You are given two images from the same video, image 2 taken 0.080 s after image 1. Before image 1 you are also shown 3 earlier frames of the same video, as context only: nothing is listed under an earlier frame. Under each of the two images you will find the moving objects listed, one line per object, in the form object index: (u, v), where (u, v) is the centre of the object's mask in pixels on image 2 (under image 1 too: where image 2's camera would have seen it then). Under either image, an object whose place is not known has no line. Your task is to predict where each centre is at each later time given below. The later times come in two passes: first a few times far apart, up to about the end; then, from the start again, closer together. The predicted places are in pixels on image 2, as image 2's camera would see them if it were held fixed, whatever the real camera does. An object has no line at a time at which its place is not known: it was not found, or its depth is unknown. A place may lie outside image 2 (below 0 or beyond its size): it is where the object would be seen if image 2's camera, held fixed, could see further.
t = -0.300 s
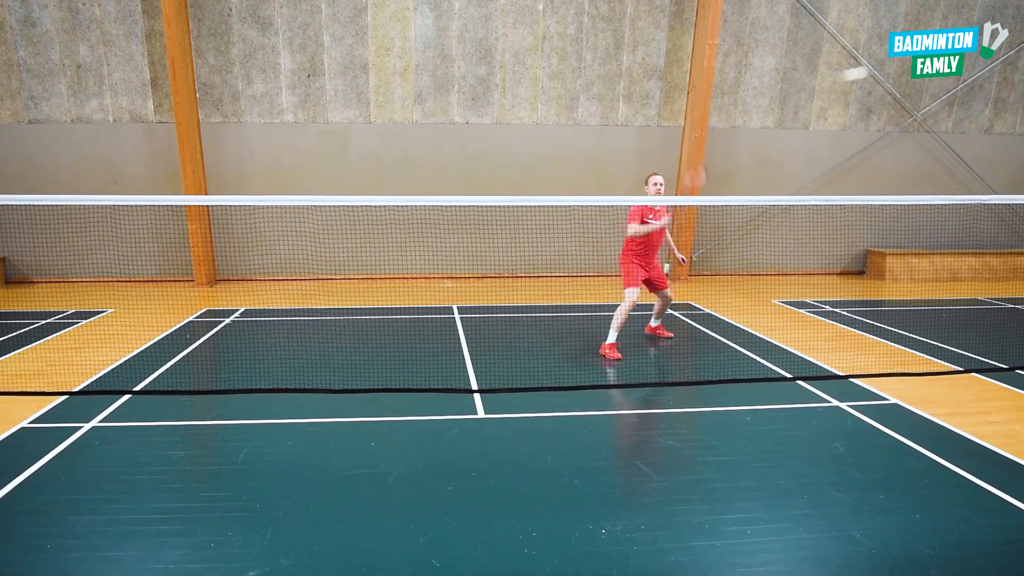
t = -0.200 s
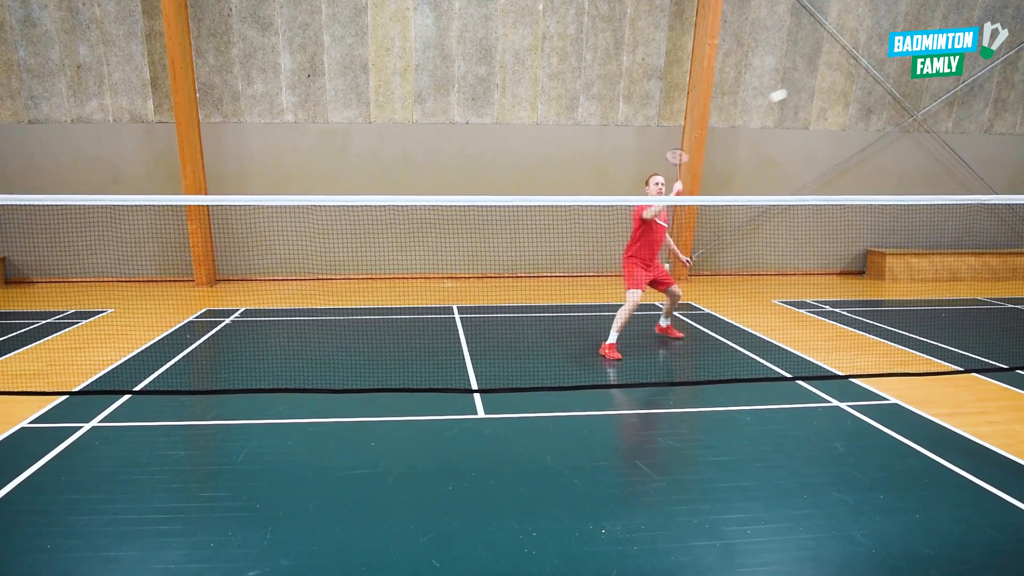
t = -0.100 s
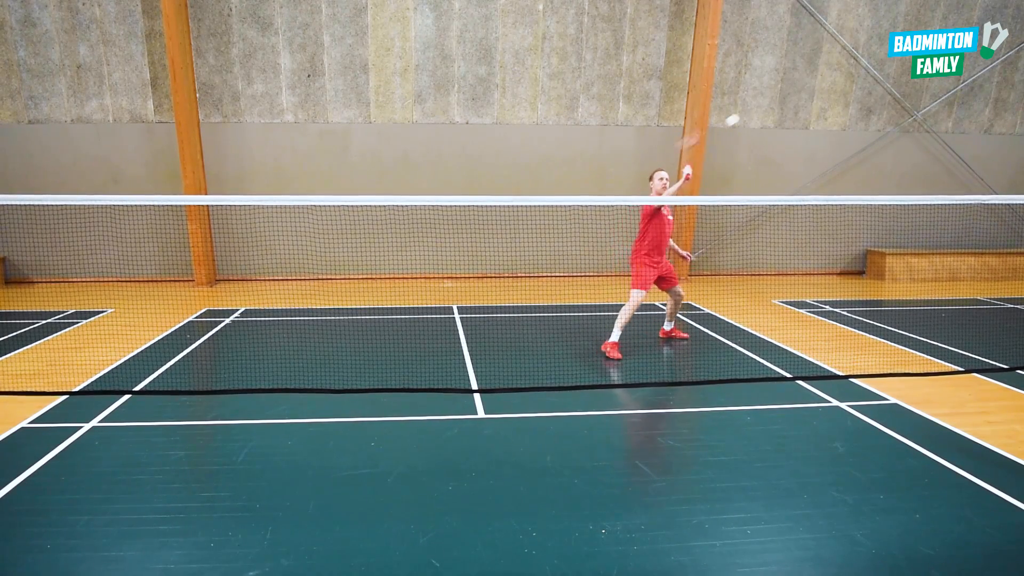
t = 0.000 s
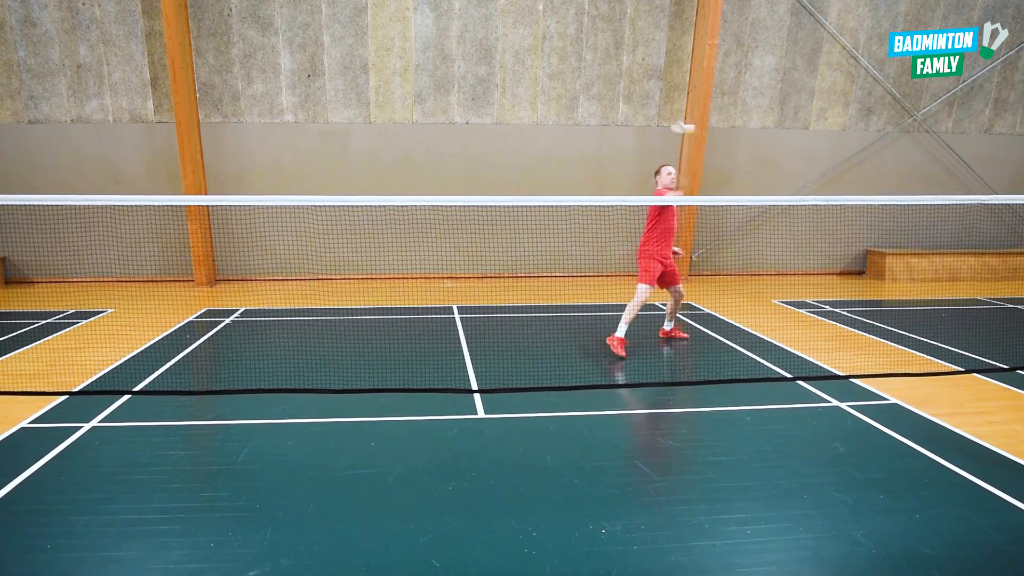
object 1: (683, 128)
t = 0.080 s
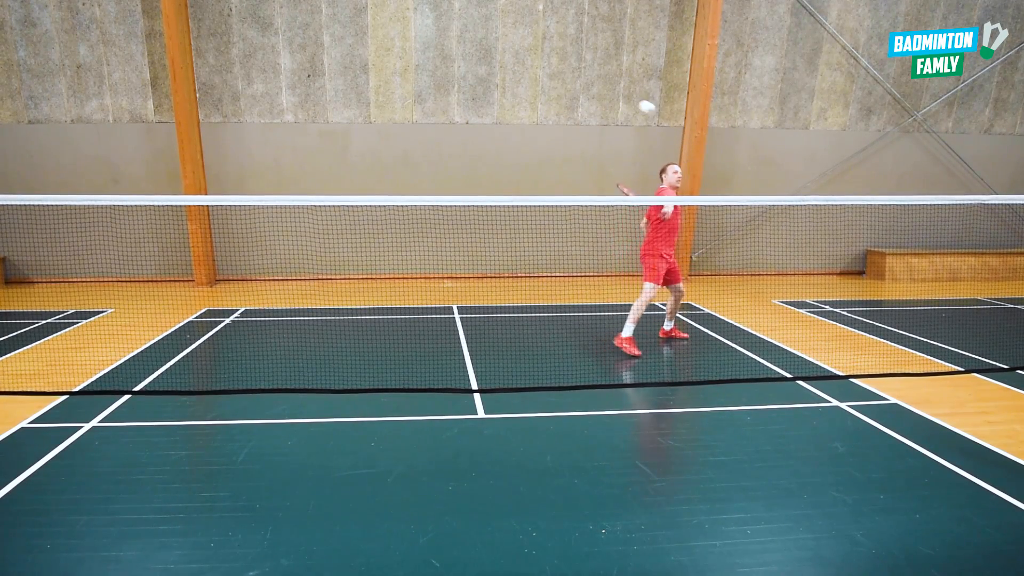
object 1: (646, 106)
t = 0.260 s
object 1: (580, 116)
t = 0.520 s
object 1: (421, 324)
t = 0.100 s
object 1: (640, 104)
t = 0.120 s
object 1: (636, 102)
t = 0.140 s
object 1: (630, 101)
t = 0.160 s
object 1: (623, 101)
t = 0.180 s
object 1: (615, 102)
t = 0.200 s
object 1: (607, 104)
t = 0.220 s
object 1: (598, 107)
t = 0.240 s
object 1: (590, 111)
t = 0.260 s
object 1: (580, 116)
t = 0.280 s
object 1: (571, 122)
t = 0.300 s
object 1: (561, 129)
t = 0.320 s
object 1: (551, 137)
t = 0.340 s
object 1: (540, 147)
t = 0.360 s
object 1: (528, 158)
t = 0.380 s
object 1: (517, 171)
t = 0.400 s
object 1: (506, 184)
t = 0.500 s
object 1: (437, 295)
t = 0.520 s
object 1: (421, 324)
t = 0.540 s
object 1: (405, 355)
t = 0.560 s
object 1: (388, 391)
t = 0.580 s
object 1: (369, 431)
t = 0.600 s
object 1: (351, 474)
